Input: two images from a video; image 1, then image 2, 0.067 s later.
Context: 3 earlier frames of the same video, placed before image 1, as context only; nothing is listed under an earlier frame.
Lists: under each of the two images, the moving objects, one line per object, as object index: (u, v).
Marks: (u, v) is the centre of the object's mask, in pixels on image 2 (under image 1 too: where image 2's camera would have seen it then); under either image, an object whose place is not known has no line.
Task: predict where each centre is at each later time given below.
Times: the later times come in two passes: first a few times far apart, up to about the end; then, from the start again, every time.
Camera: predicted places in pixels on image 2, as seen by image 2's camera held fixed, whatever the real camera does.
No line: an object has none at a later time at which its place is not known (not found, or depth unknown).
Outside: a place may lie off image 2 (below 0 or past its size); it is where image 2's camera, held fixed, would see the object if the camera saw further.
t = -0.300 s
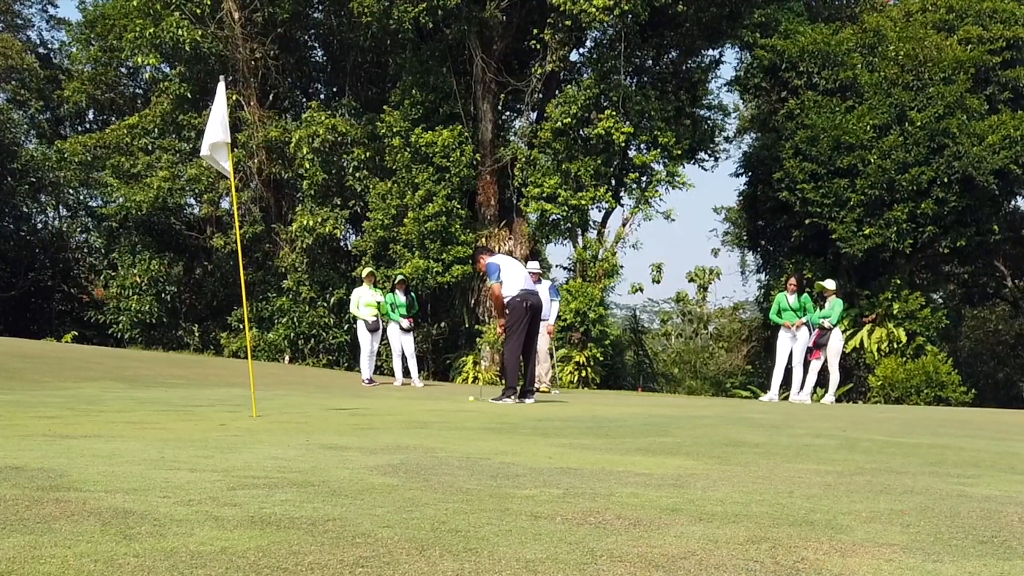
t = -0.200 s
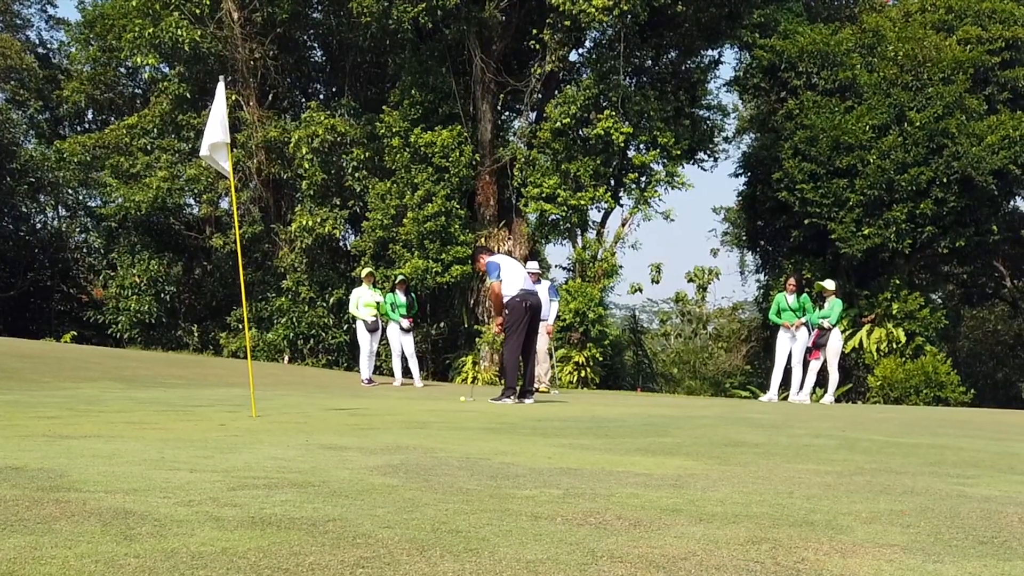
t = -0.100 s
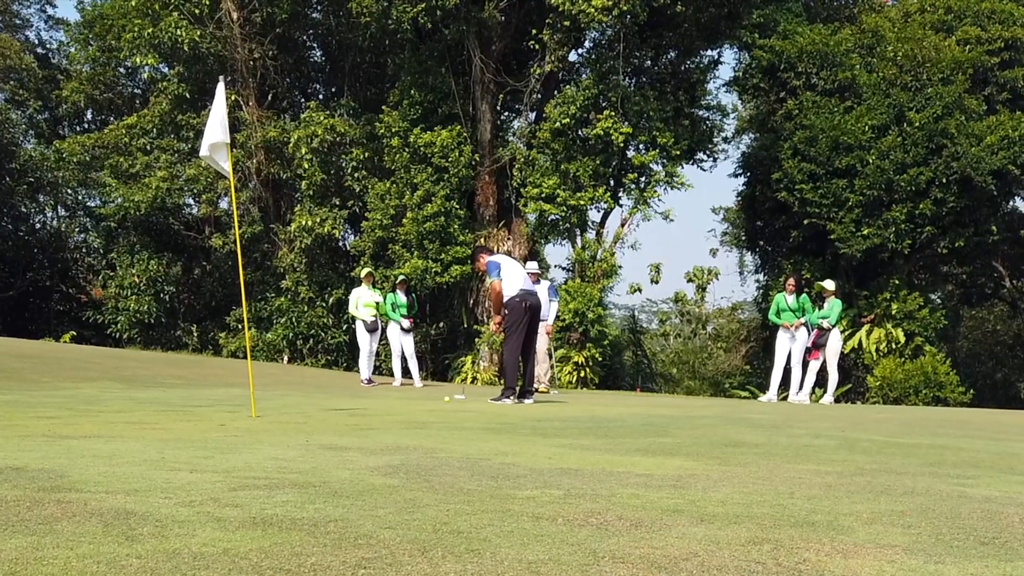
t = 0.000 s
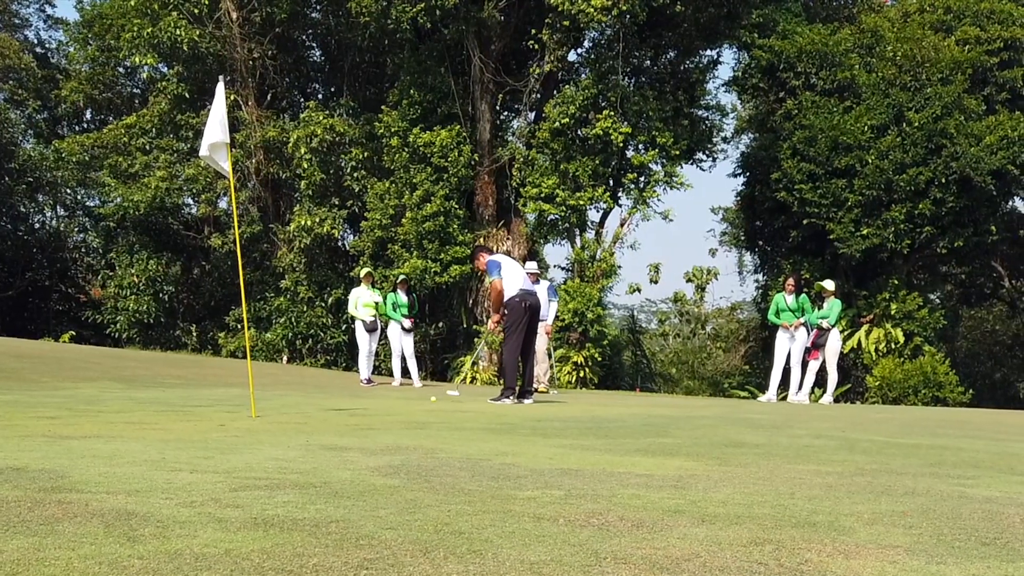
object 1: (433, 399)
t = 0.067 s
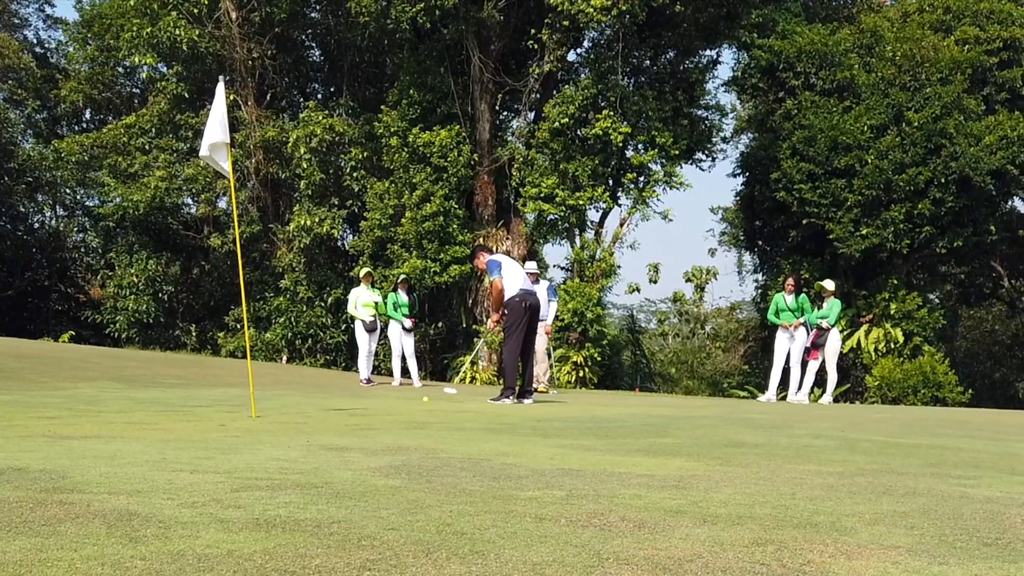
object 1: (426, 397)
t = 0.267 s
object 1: (403, 399)
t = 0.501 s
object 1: (377, 400)
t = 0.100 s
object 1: (422, 398)
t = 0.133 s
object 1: (418, 399)
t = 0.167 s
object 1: (414, 399)
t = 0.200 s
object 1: (410, 399)
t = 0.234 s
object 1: (406, 399)
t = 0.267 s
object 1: (403, 399)
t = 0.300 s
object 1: (399, 399)
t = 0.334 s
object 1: (395, 399)
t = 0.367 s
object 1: (392, 399)
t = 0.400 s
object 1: (388, 400)
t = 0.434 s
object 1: (384, 400)
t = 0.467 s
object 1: (381, 399)
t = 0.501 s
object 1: (377, 400)
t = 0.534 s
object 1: (373, 400)
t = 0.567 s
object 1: (370, 400)
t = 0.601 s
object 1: (366, 400)
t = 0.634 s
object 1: (363, 400)
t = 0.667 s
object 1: (359, 400)
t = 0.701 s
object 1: (356, 400)
